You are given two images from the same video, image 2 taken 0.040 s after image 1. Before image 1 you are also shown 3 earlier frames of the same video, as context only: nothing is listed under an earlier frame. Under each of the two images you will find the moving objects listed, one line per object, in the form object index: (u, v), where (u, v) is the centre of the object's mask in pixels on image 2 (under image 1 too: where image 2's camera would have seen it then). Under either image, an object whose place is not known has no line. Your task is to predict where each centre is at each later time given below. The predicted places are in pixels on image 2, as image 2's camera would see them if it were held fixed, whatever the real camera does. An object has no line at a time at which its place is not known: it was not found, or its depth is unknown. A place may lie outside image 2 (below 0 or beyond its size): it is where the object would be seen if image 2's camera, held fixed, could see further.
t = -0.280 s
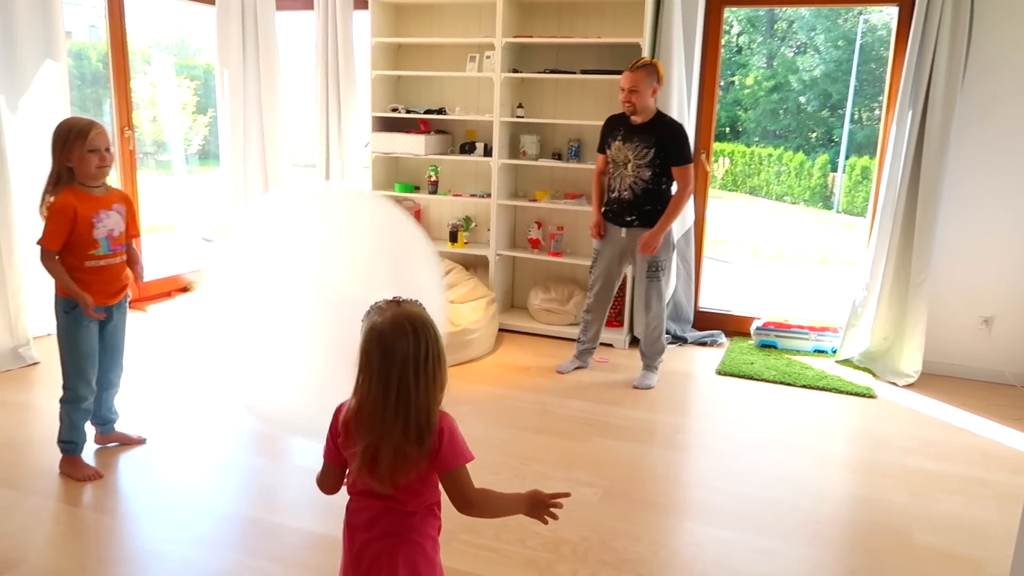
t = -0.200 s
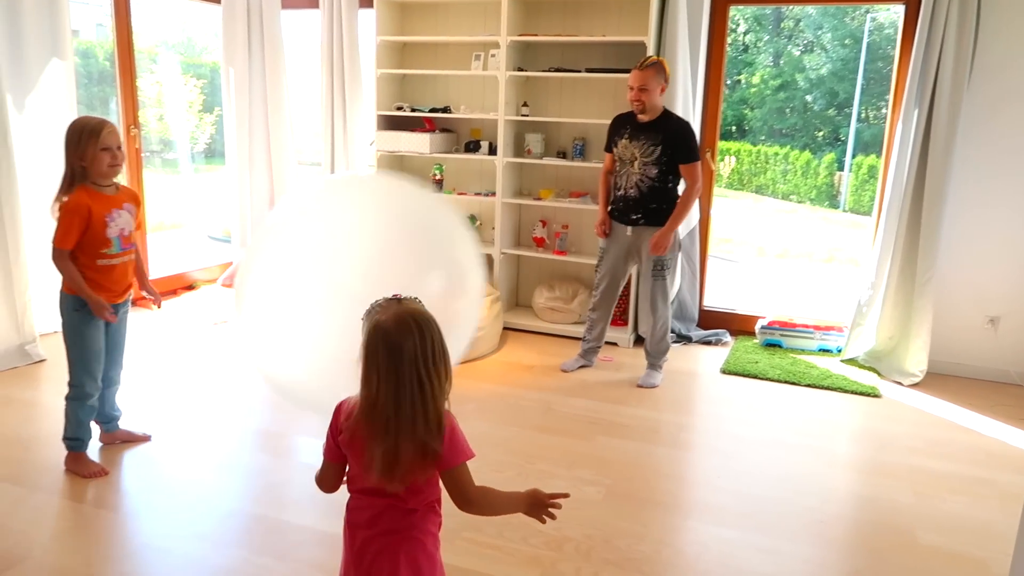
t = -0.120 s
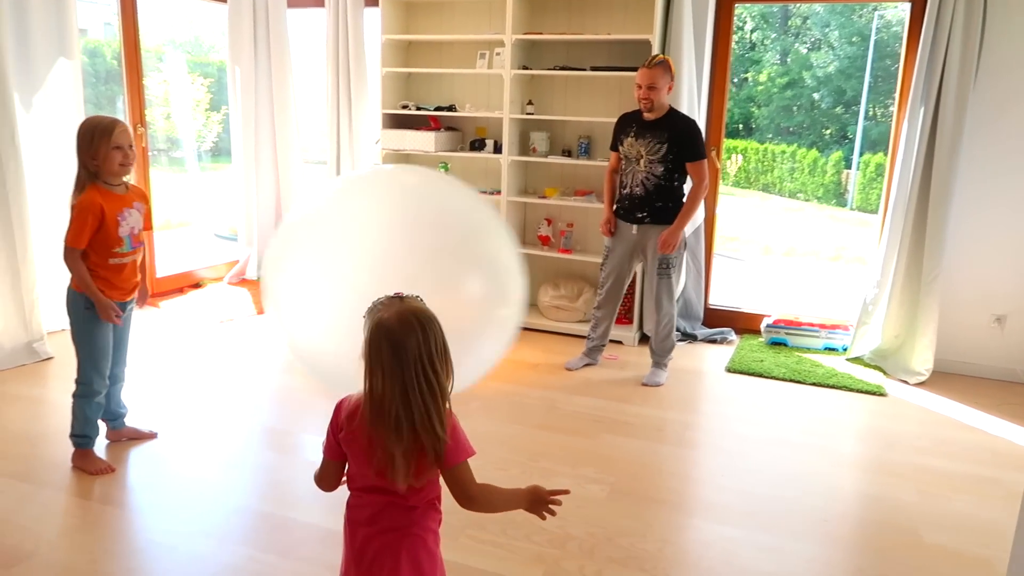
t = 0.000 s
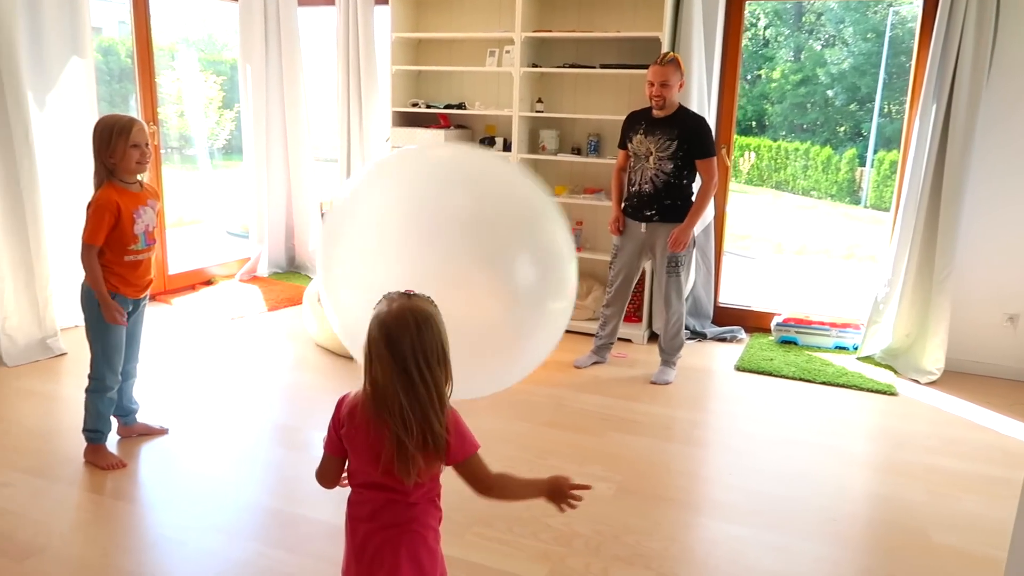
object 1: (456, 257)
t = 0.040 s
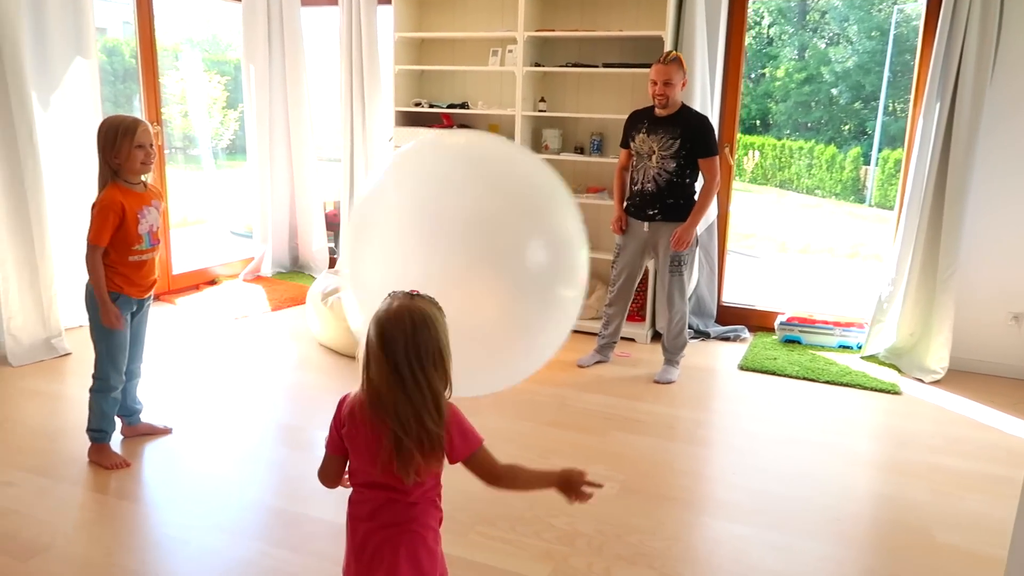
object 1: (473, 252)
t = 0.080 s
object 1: (491, 252)
